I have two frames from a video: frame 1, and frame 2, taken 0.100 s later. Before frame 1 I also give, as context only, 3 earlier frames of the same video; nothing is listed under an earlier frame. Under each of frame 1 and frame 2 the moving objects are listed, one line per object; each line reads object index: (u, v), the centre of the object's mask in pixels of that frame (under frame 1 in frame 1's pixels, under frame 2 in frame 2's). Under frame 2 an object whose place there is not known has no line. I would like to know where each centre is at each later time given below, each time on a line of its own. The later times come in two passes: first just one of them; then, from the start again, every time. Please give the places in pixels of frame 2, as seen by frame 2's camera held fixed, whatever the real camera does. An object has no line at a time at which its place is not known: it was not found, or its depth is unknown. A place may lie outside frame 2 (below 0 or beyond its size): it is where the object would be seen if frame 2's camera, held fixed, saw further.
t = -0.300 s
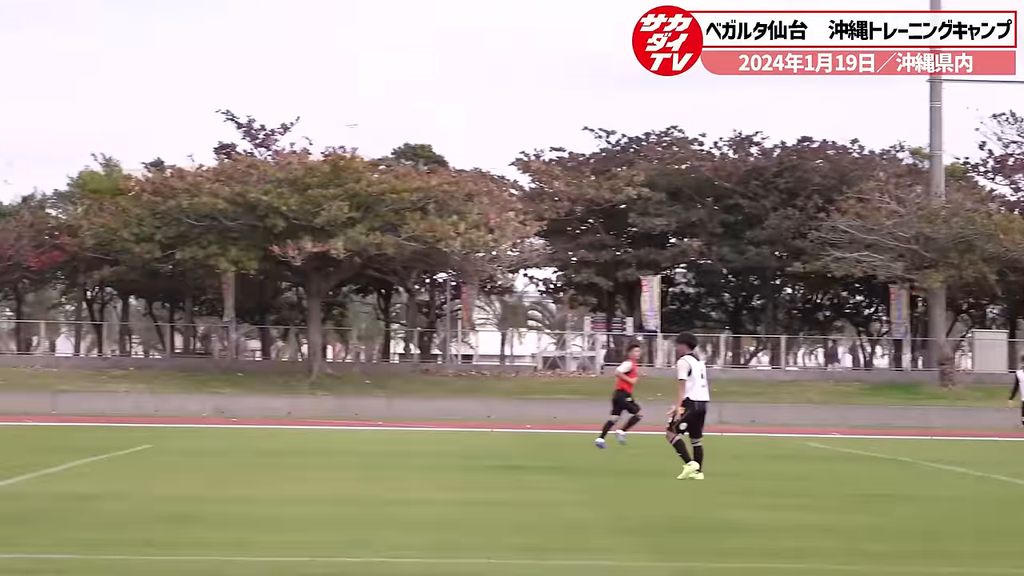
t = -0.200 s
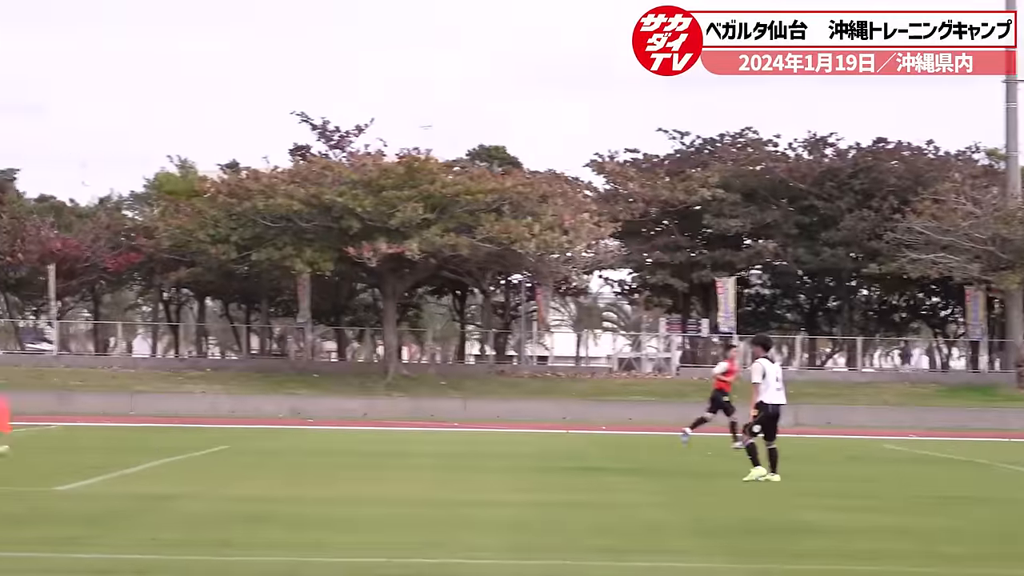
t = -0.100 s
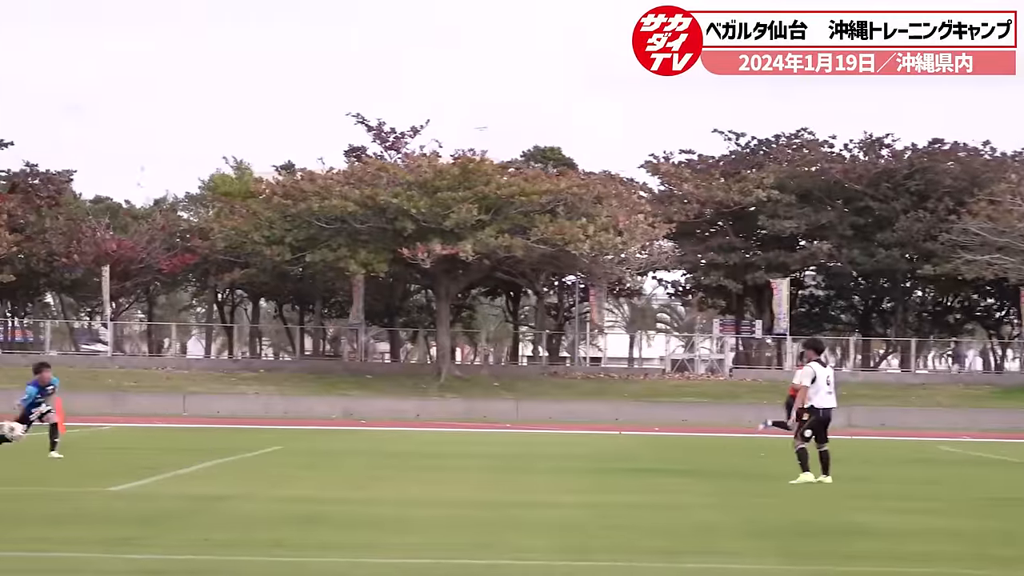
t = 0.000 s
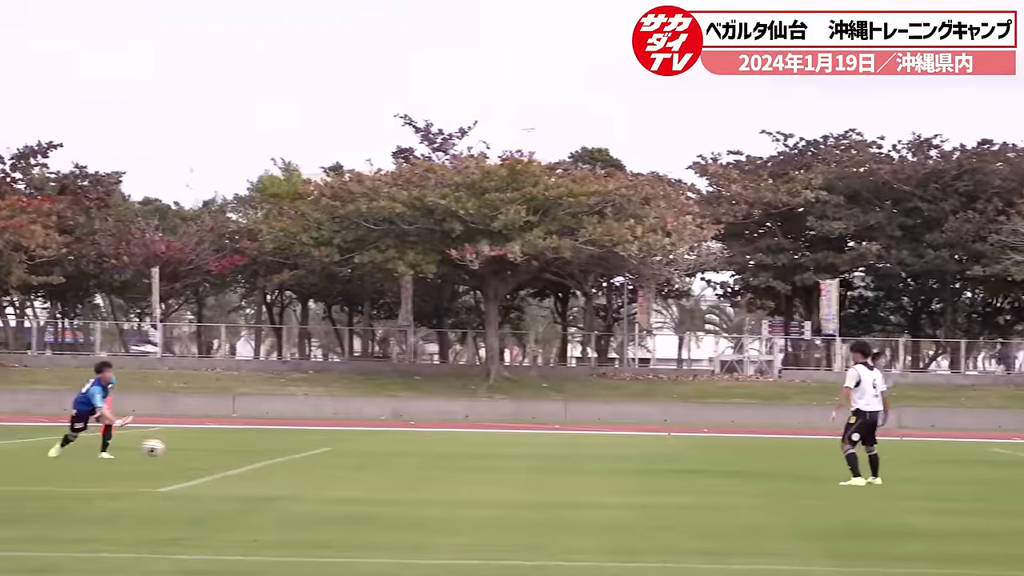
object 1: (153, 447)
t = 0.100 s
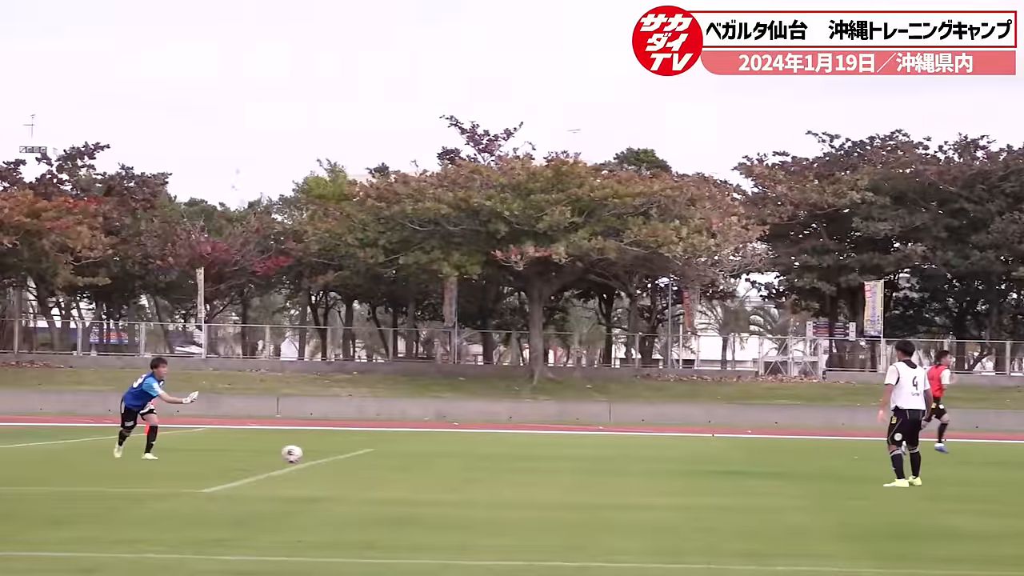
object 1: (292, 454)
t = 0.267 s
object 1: (434, 459)
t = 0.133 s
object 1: (320, 453)
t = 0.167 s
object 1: (348, 452)
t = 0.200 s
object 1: (377, 453)
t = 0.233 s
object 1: (405, 456)
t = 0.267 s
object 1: (434, 459)
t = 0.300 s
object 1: (461, 461)
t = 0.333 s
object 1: (484, 461)
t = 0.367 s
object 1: (508, 461)
